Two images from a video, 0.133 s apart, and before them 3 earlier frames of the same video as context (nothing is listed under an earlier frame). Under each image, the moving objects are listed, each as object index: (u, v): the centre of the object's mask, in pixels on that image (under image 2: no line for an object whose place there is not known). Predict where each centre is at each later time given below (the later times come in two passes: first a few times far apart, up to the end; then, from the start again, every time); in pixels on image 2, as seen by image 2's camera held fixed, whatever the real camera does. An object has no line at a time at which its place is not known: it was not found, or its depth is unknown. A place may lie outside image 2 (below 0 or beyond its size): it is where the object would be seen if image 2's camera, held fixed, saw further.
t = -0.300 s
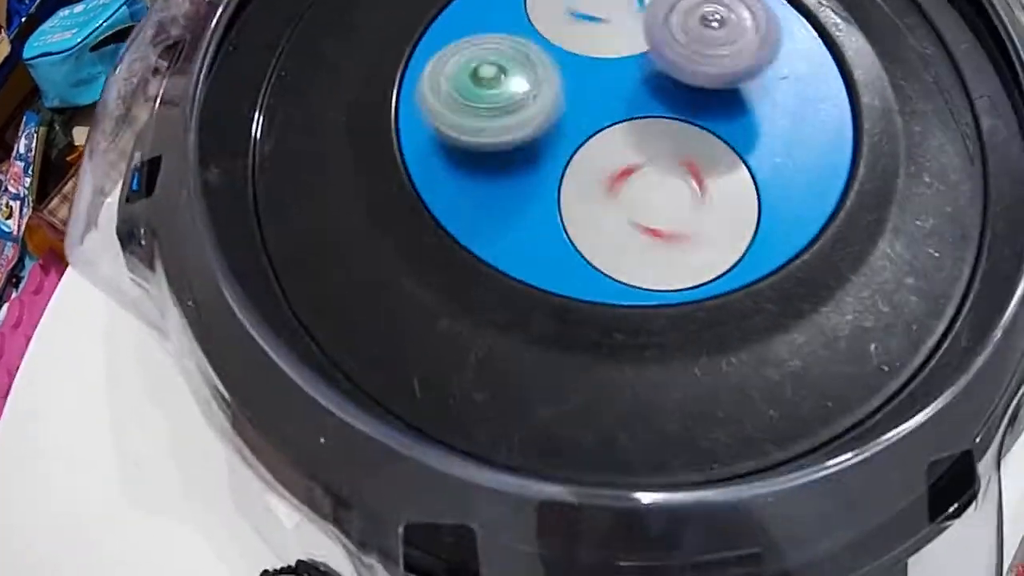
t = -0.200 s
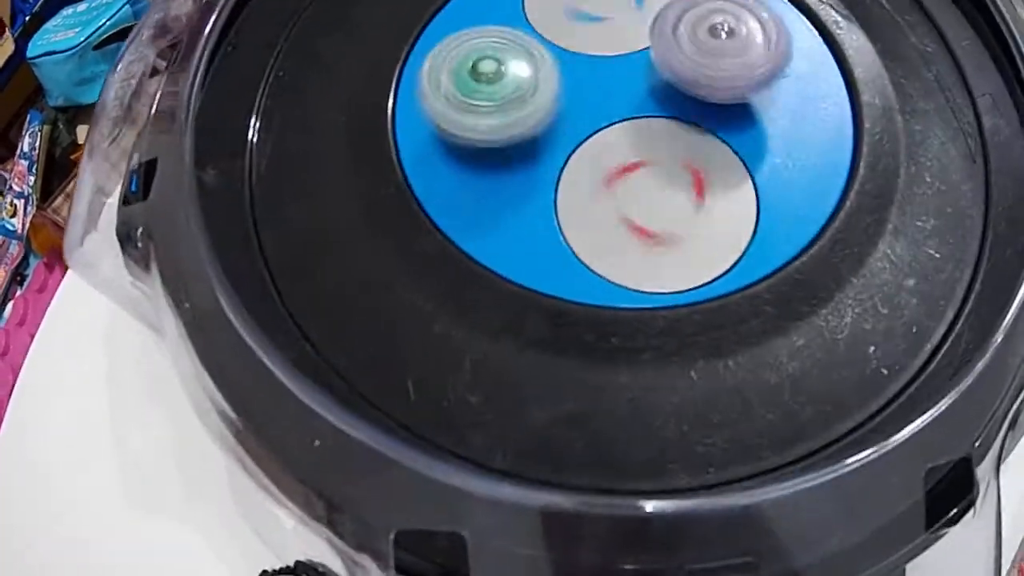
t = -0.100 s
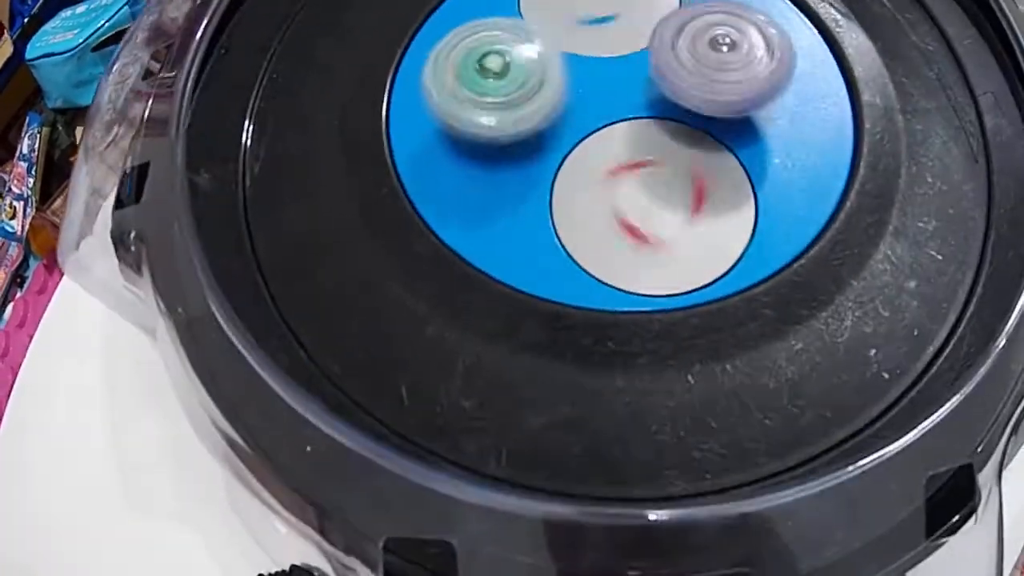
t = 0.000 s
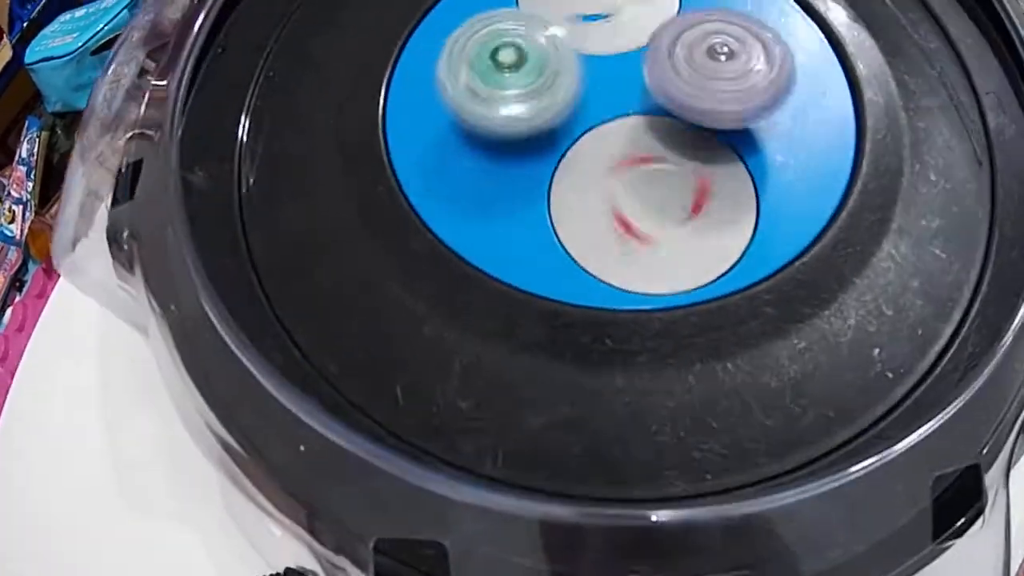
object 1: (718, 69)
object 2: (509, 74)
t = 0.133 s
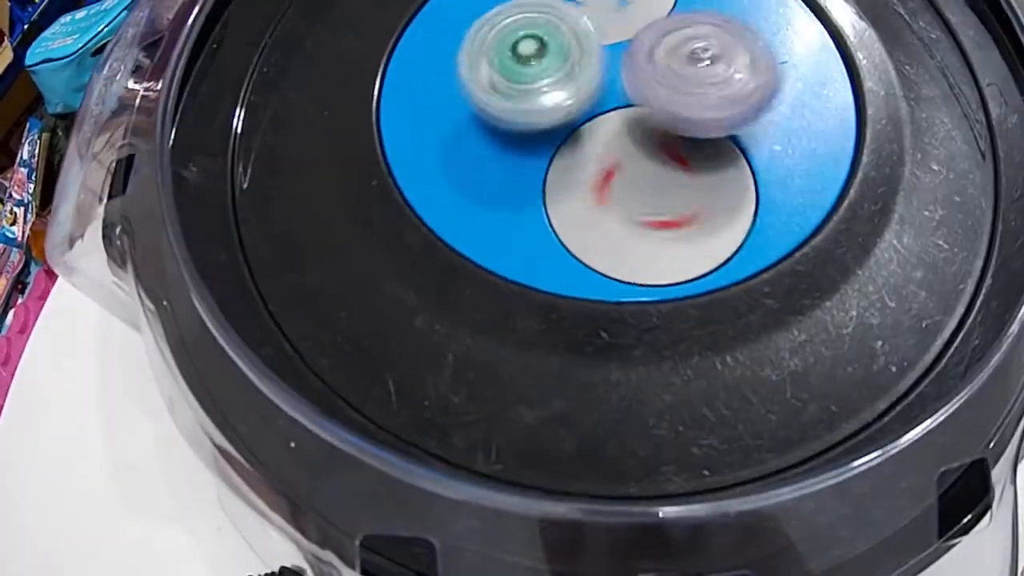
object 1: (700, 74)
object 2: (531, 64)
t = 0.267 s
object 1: (754, 138)
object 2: (517, 58)
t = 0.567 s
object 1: (734, 229)
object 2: (538, 77)
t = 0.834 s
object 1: (641, 229)
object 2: (546, 83)
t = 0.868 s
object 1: (609, 234)
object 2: (547, 83)
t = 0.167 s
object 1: (699, 81)
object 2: (529, 63)
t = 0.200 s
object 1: (727, 96)
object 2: (519, 61)
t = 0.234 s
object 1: (742, 115)
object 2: (515, 58)
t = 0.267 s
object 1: (754, 138)
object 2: (517, 58)
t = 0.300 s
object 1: (764, 172)
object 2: (519, 61)
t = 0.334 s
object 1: (765, 204)
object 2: (522, 62)
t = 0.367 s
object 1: (758, 229)
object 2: (524, 64)
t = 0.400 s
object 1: (750, 239)
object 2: (527, 67)
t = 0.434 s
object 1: (738, 238)
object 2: (530, 69)
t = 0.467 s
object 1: (731, 233)
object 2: (530, 70)
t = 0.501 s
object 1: (733, 230)
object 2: (534, 73)
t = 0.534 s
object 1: (734, 230)
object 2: (535, 76)
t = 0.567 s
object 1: (734, 229)
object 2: (538, 77)
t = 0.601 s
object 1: (738, 225)
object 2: (539, 80)
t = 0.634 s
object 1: (738, 219)
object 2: (541, 83)
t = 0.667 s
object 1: (736, 208)
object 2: (544, 83)
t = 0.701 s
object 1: (727, 199)
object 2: (544, 83)
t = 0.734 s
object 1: (716, 199)
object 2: (545, 84)
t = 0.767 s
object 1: (697, 201)
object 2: (545, 83)
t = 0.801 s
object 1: (673, 210)
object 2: (546, 83)
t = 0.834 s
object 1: (641, 229)
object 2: (546, 83)
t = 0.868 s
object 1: (609, 234)
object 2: (547, 83)
